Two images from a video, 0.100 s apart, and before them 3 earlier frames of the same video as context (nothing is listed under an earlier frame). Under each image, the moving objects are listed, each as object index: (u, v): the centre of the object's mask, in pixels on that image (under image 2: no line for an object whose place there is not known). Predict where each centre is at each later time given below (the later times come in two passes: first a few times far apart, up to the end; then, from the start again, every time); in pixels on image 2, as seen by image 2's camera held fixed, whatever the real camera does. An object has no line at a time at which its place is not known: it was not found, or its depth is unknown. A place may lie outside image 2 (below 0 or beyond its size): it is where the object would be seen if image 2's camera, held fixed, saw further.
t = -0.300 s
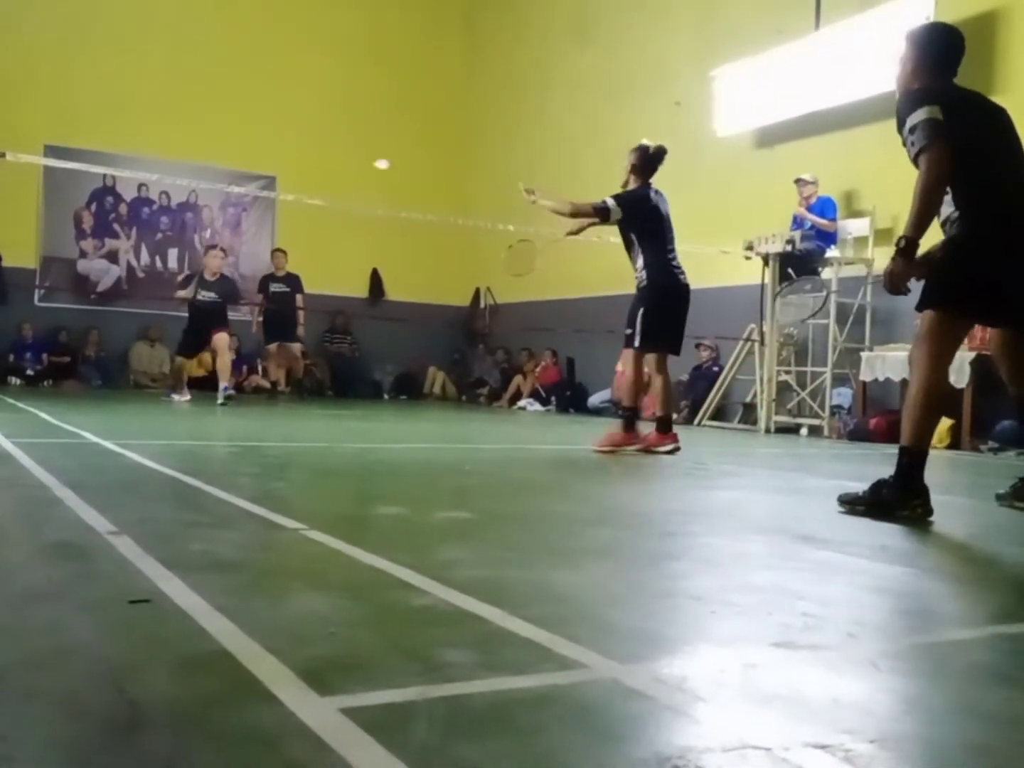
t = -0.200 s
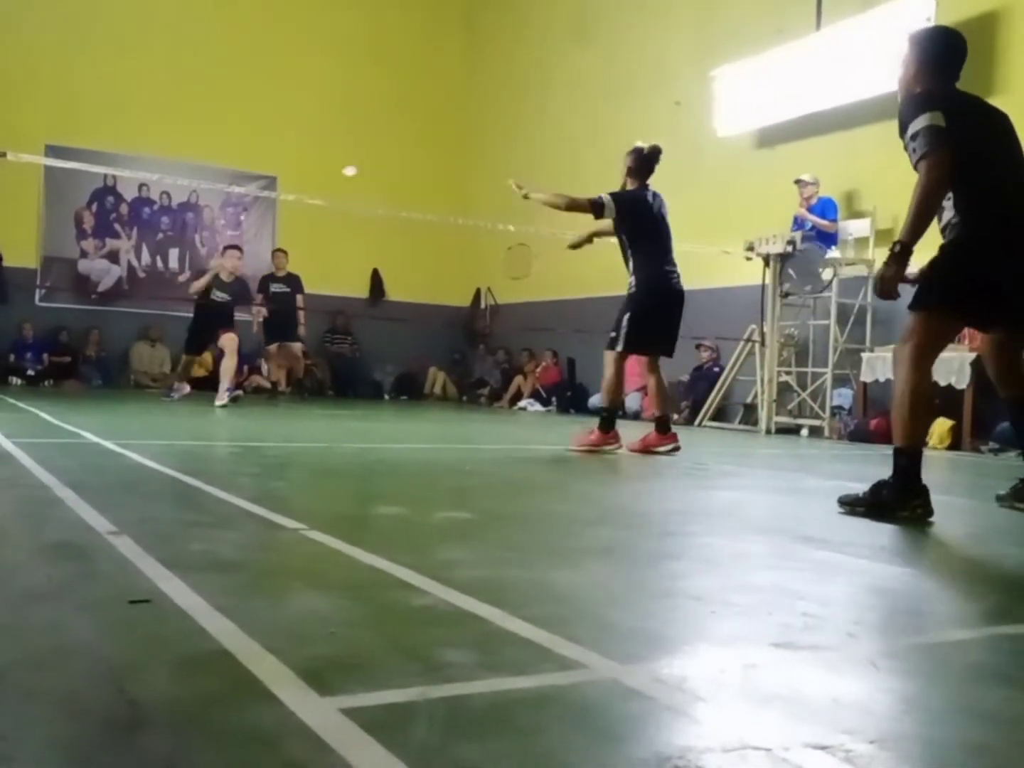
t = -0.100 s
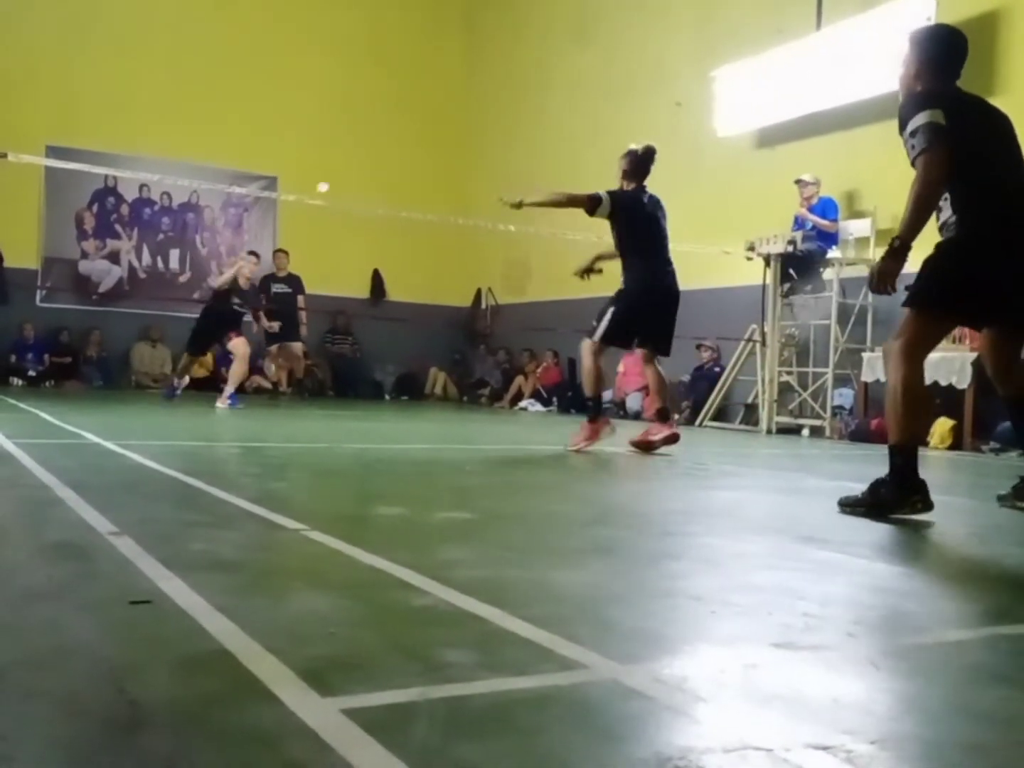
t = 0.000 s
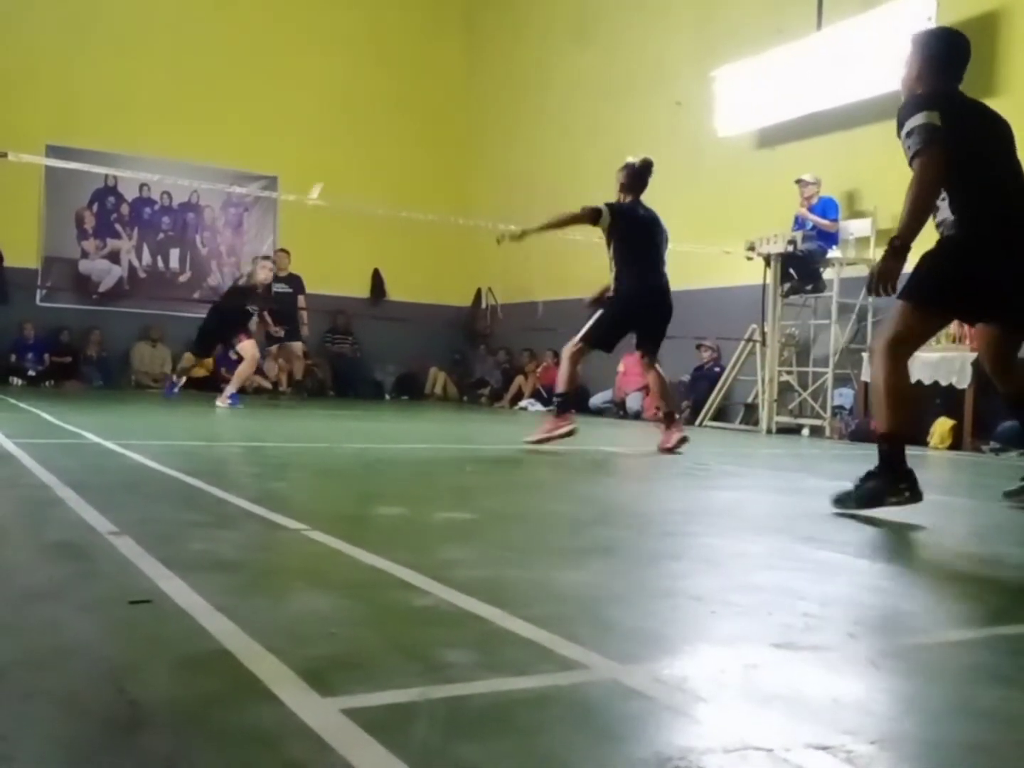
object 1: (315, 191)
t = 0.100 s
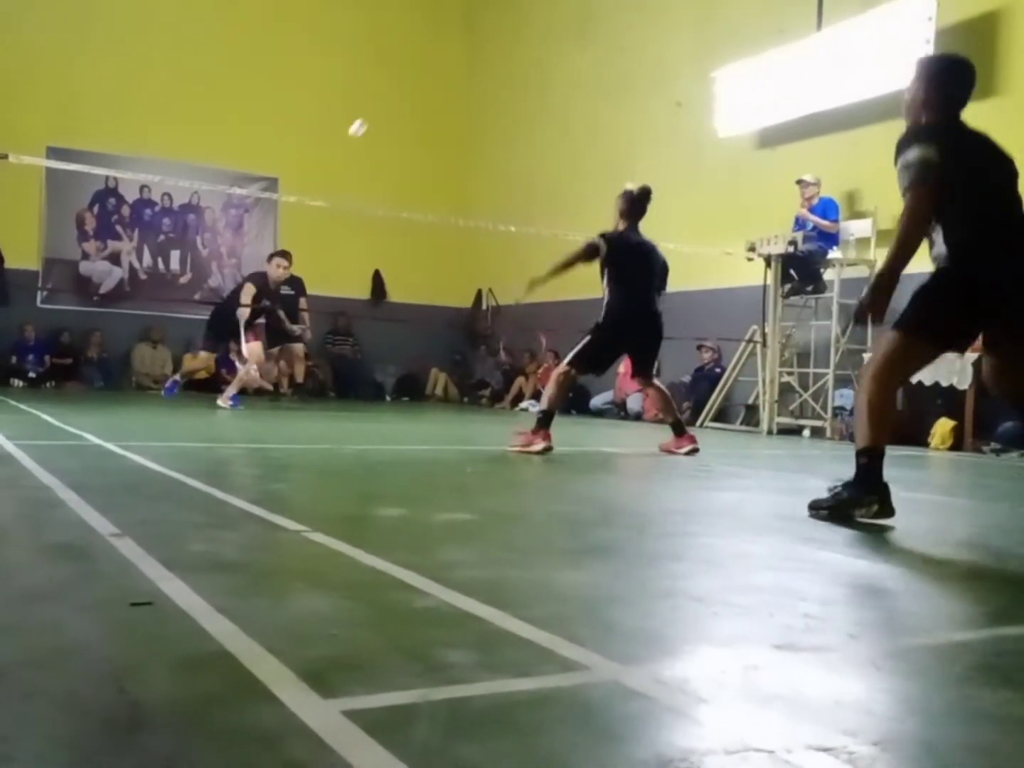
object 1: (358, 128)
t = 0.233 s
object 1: (410, 67)
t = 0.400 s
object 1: (484, 36)
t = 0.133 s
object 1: (371, 110)
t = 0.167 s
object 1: (384, 94)
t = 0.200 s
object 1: (396, 80)
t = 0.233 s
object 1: (410, 67)
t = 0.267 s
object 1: (425, 56)
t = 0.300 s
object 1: (438, 48)
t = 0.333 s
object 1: (453, 41)
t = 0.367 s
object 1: (468, 37)
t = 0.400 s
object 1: (484, 36)
